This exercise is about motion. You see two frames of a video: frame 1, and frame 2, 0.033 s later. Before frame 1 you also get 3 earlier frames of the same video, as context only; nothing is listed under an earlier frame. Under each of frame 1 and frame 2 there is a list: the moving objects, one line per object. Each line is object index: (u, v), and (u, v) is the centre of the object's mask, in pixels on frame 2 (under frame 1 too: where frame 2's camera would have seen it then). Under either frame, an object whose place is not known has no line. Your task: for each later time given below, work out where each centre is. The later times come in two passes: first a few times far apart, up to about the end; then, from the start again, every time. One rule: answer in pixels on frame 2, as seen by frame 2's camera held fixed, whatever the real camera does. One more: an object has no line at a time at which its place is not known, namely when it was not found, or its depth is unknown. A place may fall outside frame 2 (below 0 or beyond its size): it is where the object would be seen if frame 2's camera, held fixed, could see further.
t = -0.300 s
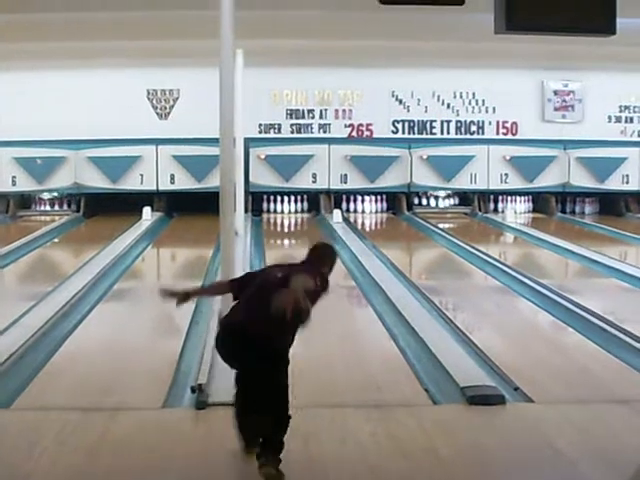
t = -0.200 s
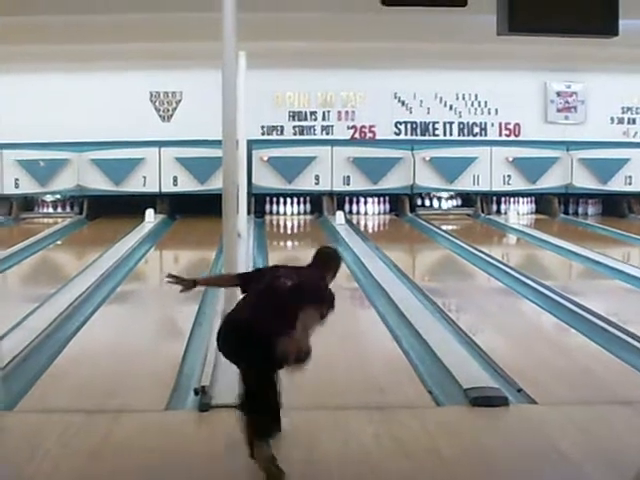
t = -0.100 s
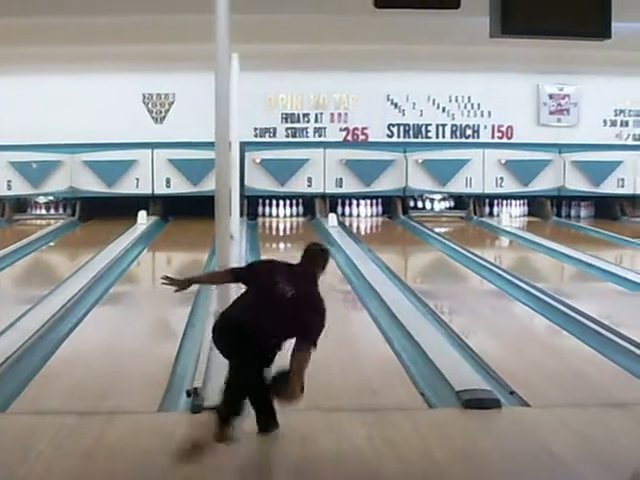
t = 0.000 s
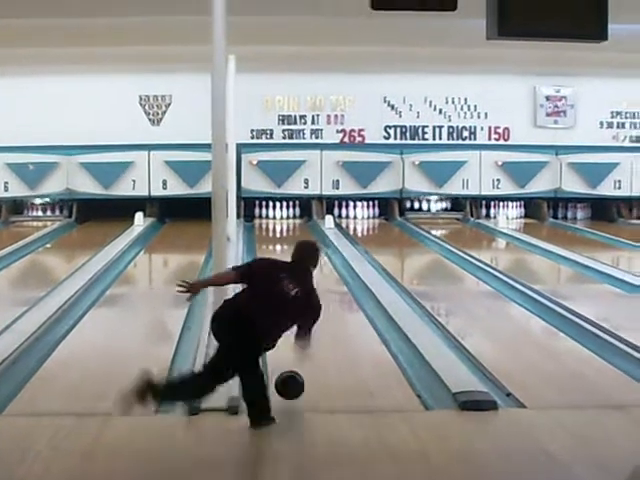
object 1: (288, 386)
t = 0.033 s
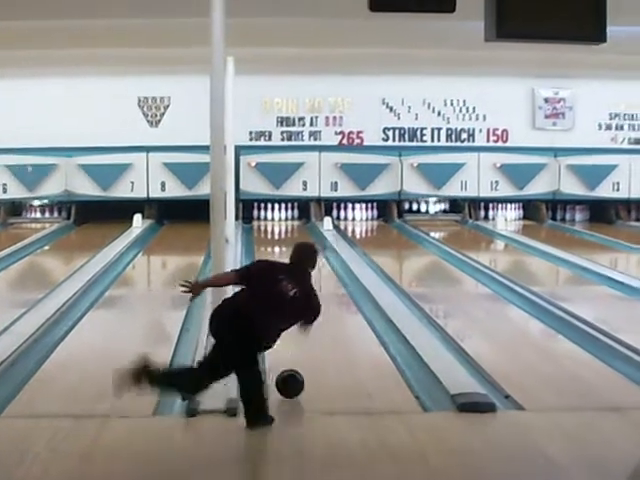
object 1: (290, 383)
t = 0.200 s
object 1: (295, 351)
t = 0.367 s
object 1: (300, 326)
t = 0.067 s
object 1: (291, 376)
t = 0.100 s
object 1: (292, 369)
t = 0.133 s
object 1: (293, 363)
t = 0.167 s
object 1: (294, 357)
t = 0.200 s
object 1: (295, 351)
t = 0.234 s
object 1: (296, 345)
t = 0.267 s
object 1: (297, 340)
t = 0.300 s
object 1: (298, 335)
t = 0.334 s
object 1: (299, 330)
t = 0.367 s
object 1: (300, 326)
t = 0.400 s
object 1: (300, 321)
